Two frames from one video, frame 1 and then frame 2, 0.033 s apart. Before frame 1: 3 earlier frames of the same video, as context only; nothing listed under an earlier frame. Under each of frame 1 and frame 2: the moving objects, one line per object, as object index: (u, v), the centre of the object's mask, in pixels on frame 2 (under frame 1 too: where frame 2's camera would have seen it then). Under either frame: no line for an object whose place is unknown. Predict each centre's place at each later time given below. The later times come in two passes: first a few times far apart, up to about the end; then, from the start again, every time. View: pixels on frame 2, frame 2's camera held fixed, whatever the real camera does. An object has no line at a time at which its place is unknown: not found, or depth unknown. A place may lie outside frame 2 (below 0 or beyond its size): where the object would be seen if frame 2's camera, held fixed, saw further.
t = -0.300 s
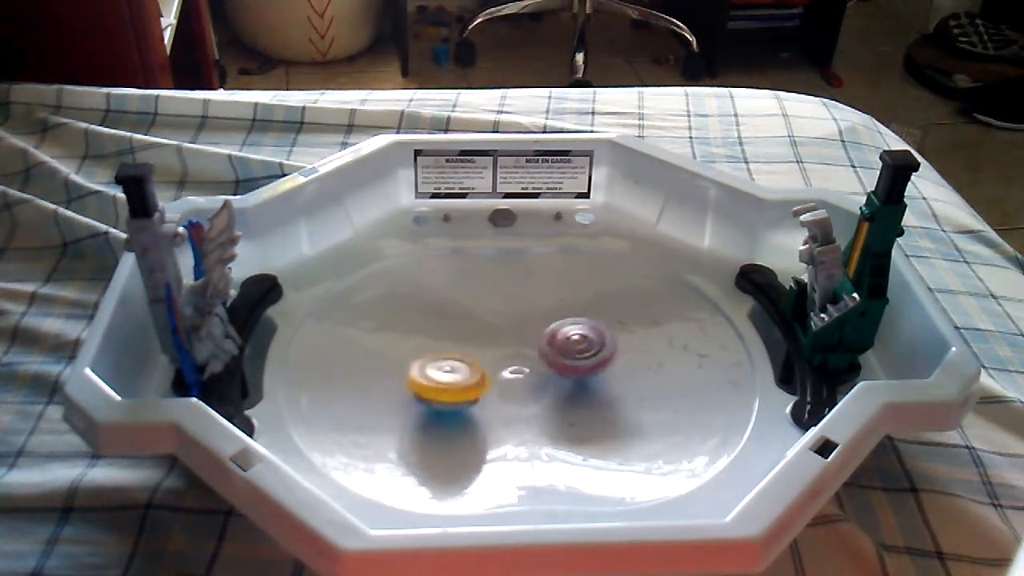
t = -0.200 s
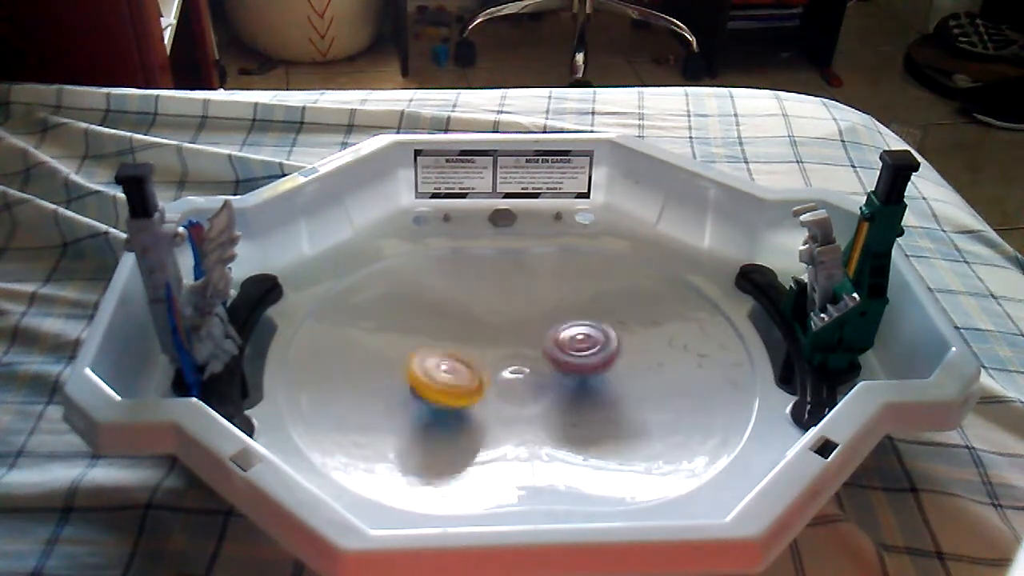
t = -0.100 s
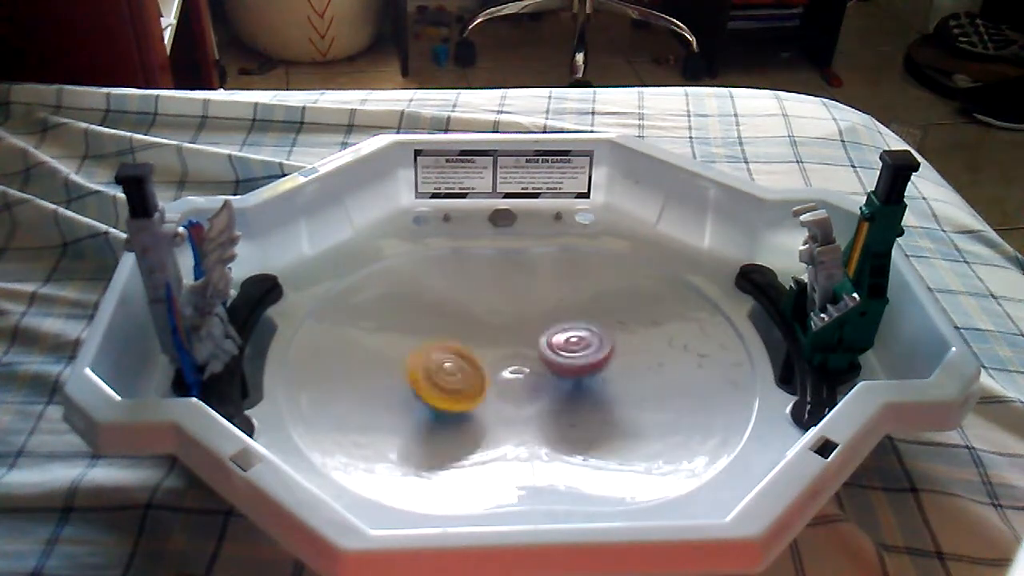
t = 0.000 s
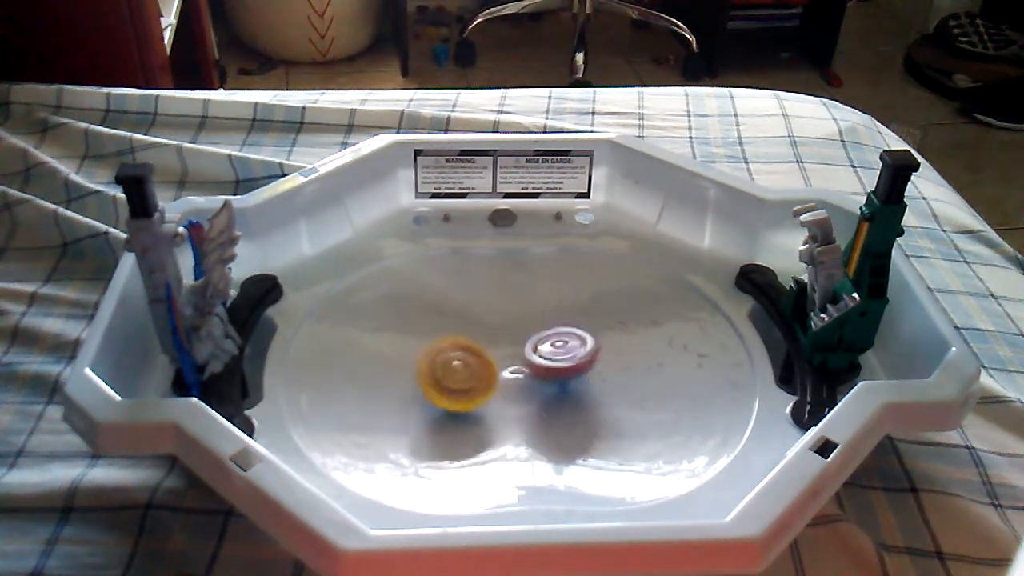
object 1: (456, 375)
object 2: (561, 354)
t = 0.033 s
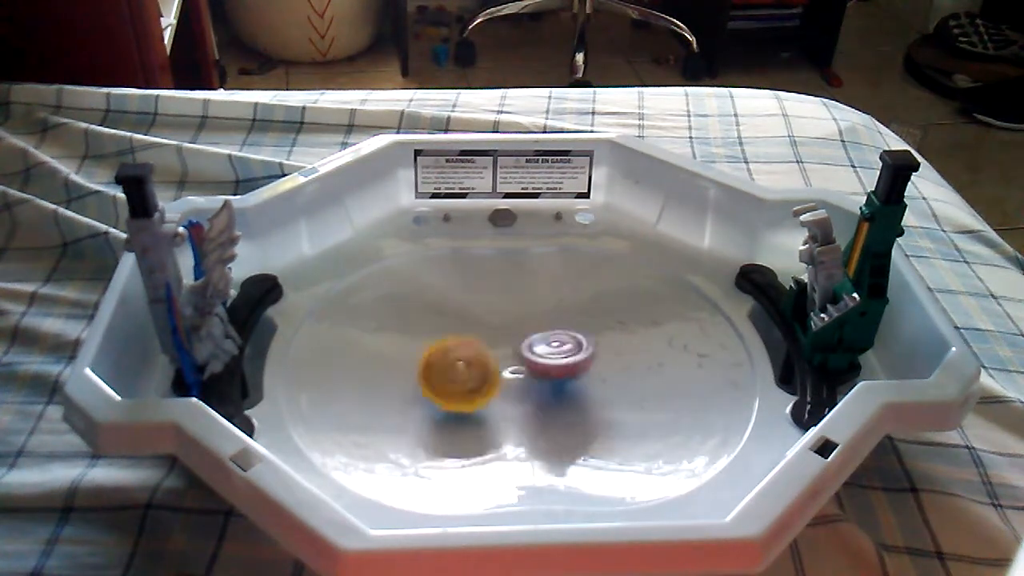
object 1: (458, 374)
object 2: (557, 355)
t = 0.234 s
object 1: (472, 377)
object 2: (549, 354)
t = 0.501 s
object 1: (475, 378)
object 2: (534, 340)
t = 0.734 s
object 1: (478, 380)
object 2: (527, 334)
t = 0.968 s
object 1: (462, 385)
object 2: (525, 338)
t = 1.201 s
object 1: (455, 375)
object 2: (534, 358)
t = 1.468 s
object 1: (456, 371)
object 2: (541, 378)
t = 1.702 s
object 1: (470, 366)
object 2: (532, 382)
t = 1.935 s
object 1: (470, 356)
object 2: (530, 377)
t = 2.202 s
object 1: (471, 359)
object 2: (532, 386)
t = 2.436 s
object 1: (465, 370)
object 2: (532, 386)
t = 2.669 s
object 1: (467, 369)
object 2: (532, 386)
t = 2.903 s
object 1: (471, 361)
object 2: (532, 386)
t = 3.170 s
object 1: (470, 367)
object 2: (532, 386)
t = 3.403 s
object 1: (465, 371)
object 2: (532, 386)
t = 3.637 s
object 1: (471, 365)
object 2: (532, 386)
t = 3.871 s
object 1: (470, 366)
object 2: (532, 386)
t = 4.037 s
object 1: (467, 370)
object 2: (532, 386)
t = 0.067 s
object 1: (464, 374)
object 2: (552, 355)
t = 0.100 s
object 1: (468, 375)
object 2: (548, 355)
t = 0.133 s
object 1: (468, 375)
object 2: (549, 355)
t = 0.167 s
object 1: (469, 375)
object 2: (549, 355)
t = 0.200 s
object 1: (471, 376)
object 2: (548, 354)
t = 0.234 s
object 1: (472, 377)
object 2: (549, 354)
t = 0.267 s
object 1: (472, 377)
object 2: (549, 353)
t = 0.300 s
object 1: (470, 378)
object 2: (549, 350)
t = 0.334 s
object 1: (470, 378)
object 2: (549, 347)
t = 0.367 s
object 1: (472, 378)
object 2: (547, 345)
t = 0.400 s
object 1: (474, 380)
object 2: (544, 343)
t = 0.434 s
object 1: (475, 378)
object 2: (540, 341)
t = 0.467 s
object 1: (474, 378)
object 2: (536, 341)
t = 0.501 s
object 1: (475, 378)
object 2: (534, 340)
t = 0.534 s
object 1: (475, 379)
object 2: (534, 340)
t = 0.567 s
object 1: (476, 380)
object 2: (534, 340)
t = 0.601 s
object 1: (476, 380)
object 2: (535, 340)
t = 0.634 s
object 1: (476, 379)
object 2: (534, 339)
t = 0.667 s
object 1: (477, 378)
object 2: (533, 337)
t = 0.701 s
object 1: (477, 378)
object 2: (529, 335)
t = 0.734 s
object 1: (478, 380)
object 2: (527, 334)
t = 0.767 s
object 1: (475, 380)
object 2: (524, 332)
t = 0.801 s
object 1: (472, 379)
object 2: (523, 333)
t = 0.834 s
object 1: (473, 378)
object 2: (519, 334)
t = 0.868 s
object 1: (474, 381)
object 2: (516, 336)
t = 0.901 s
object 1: (472, 380)
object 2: (515, 337)
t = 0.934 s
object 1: (470, 383)
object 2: (517, 337)
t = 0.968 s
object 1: (462, 385)
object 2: (525, 338)
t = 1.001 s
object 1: (455, 385)
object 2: (529, 341)
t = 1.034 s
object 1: (452, 382)
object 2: (530, 345)
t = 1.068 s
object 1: (452, 382)
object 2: (526, 345)
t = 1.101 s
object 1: (457, 377)
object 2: (526, 351)
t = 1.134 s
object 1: (459, 378)
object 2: (525, 353)
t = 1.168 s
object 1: (457, 377)
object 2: (532, 355)
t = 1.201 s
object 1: (455, 375)
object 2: (534, 358)
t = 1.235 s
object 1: (454, 375)
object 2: (539, 364)
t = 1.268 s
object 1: (455, 375)
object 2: (540, 366)
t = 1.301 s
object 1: (457, 375)
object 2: (540, 371)
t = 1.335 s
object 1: (456, 376)
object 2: (539, 373)
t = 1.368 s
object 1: (453, 373)
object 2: (538, 375)
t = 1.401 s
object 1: (453, 370)
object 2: (537, 375)
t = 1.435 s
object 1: (456, 373)
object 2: (540, 374)
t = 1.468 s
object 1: (456, 371)
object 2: (541, 378)
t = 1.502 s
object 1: (458, 365)
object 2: (541, 378)
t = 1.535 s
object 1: (462, 365)
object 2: (541, 378)
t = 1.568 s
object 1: (465, 365)
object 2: (538, 382)
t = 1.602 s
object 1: (468, 366)
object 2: (536, 383)
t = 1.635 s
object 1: (469, 366)
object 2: (534, 383)
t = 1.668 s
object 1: (469, 366)
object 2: (534, 382)
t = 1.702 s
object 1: (470, 366)
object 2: (532, 382)
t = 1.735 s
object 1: (470, 365)
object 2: (532, 383)
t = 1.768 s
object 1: (472, 364)
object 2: (533, 384)
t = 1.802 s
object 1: (471, 364)
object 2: (534, 385)
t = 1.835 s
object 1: (471, 362)
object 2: (533, 383)
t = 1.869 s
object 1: (471, 359)
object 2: (533, 380)
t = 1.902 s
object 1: (471, 357)
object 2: (531, 379)
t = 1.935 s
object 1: (470, 356)
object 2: (530, 377)
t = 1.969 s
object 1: (469, 354)
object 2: (530, 376)
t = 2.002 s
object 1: (468, 352)
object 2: (530, 377)
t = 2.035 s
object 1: (469, 353)
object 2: (531, 378)
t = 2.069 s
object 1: (469, 354)
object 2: (532, 380)
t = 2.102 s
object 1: (470, 355)
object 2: (532, 380)
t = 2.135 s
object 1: (471, 357)
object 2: (532, 382)
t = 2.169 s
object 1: (471, 359)
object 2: (532, 384)
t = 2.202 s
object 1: (471, 359)
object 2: (532, 386)
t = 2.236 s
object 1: (471, 361)
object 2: (532, 387)
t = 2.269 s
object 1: (471, 364)
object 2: (532, 387)
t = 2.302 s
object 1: (470, 366)
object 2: (532, 387)
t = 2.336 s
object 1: (469, 367)
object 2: (531, 387)
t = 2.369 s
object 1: (469, 368)
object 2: (532, 386)
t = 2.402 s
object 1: (467, 369)
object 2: (532, 386)
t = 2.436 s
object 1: (465, 370)
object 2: (532, 386)
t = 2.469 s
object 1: (464, 371)
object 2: (532, 386)
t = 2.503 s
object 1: (463, 371)
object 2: (532, 386)
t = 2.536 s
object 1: (463, 371)
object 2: (532, 386)
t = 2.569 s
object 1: (463, 371)
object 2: (531, 386)
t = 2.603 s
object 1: (464, 371)
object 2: (532, 386)
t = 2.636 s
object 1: (465, 370)
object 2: (532, 386)
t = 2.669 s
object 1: (467, 369)
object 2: (532, 386)
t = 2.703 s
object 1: (468, 368)
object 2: (532, 386)
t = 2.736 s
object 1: (469, 367)
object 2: (532, 386)
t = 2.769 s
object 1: (470, 366)
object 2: (532, 386)
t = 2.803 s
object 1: (471, 364)
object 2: (532, 386)
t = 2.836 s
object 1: (471, 363)
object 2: (532, 386)
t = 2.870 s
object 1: (471, 362)
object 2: (532, 386)
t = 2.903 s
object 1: (471, 361)
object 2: (532, 386)
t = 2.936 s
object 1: (471, 361)
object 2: (532, 386)
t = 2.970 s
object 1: (471, 361)
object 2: (532, 386)
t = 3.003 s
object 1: (471, 361)
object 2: (532, 386)
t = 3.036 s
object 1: (471, 362)
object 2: (532, 386)
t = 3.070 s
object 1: (471, 363)
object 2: (532, 386)
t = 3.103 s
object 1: (471, 364)
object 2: (532, 386)
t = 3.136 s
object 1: (470, 366)
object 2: (532, 386)
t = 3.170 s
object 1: (470, 367)
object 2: (532, 386)
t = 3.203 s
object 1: (469, 368)
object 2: (532, 386)
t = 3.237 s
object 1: (468, 369)
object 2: (532, 386)
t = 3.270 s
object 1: (467, 370)
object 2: (532, 386)
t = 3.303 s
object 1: (466, 370)
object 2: (532, 386)
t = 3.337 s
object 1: (465, 371)
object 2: (532, 386)
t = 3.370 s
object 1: (465, 371)
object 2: (532, 386)
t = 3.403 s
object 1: (465, 371)
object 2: (532, 386)
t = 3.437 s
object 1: (466, 370)
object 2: (532, 386)
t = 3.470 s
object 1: (467, 369)
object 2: (532, 386)
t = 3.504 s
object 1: (468, 369)
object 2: (532, 386)
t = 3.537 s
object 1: (469, 368)
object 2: (532, 386)
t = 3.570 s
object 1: (470, 366)
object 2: (532, 386)
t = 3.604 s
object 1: (471, 365)
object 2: (532, 386)
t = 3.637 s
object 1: (471, 365)
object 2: (532, 386)
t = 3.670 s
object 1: (471, 363)
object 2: (532, 386)
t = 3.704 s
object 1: (471, 363)
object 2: (532, 386)
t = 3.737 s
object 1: (471, 363)
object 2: (532, 386)
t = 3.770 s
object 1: (471, 363)
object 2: (532, 386)
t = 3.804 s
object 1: (471, 364)
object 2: (532, 386)
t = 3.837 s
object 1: (471, 365)
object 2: (532, 386)
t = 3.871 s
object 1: (470, 366)
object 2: (532, 386)
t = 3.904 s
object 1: (470, 366)
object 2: (532, 386)
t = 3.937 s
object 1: (469, 368)
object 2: (532, 386)
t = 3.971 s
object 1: (468, 368)
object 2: (532, 386)
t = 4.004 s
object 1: (468, 369)
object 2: (532, 386)
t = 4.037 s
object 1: (467, 370)
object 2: (532, 386)
